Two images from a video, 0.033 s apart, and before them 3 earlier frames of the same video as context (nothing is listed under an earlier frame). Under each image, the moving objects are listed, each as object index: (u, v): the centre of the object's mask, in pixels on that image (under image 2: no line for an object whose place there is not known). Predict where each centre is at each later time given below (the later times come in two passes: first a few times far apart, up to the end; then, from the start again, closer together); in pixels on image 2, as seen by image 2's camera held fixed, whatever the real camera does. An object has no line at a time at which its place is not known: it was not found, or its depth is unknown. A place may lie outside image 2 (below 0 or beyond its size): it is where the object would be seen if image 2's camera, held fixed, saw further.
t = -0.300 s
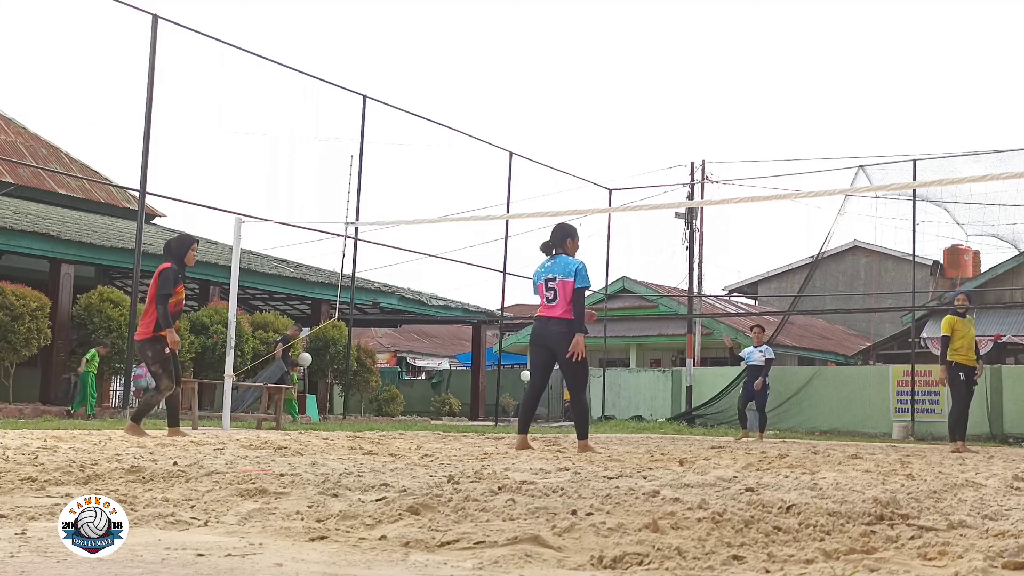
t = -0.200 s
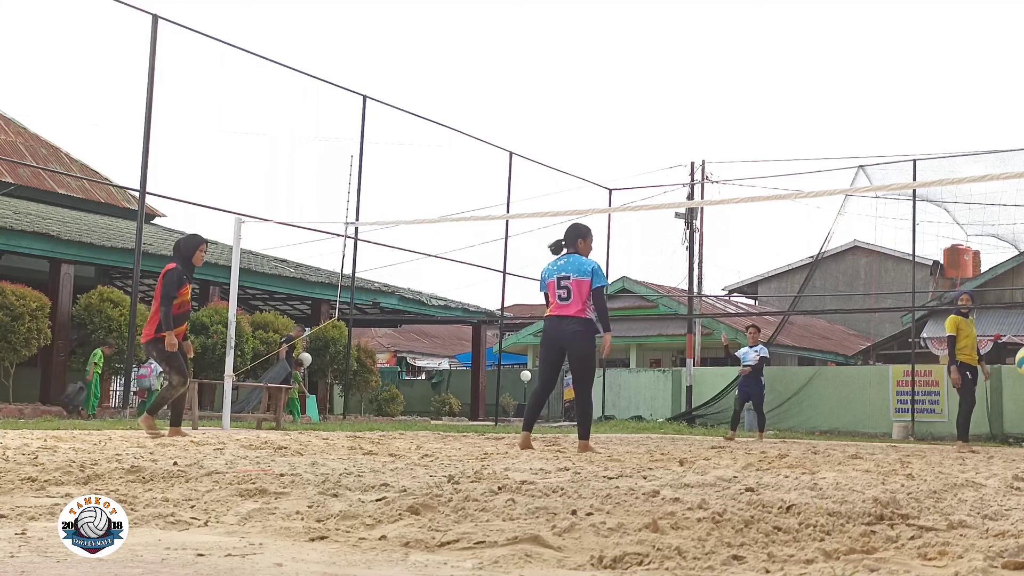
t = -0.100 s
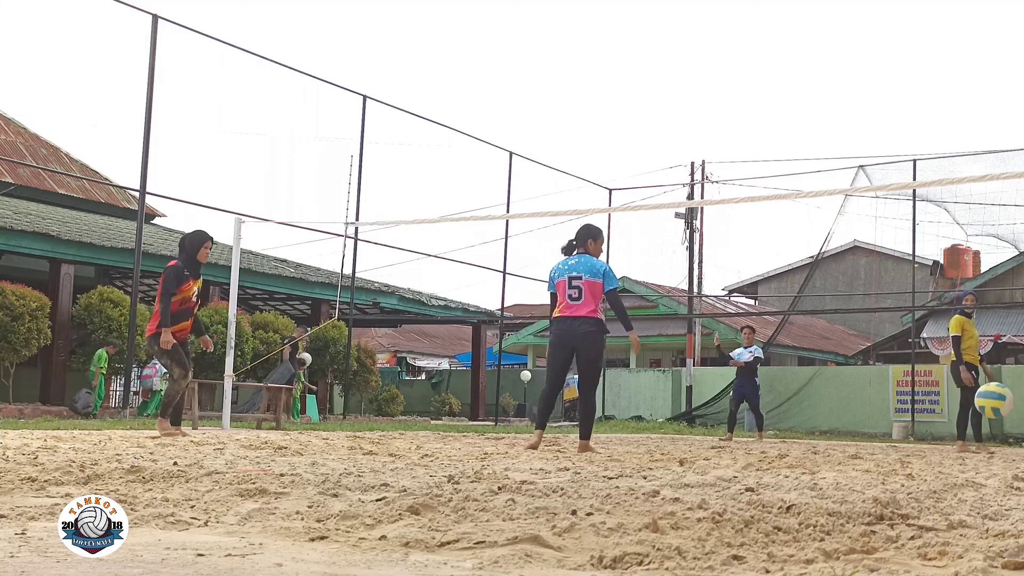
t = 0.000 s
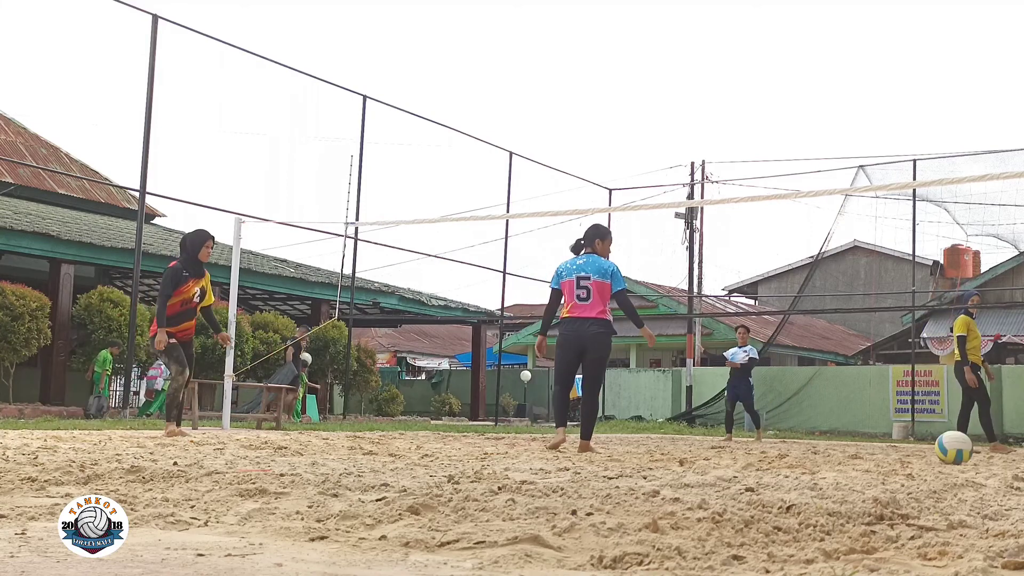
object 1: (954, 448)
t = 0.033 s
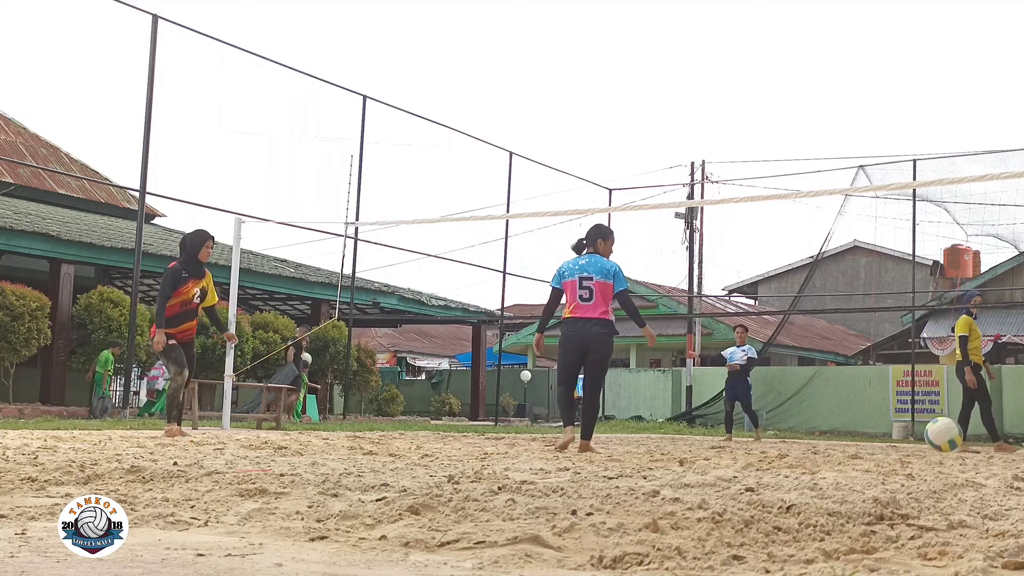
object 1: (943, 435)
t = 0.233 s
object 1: (880, 389)
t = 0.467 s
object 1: (808, 413)
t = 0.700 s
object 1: (721, 435)
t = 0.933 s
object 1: (640, 428)
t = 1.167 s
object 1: (570, 431)
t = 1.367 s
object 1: (515, 434)
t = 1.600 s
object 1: (456, 434)
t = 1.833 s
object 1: (399, 429)
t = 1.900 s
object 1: (383, 432)
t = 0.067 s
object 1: (933, 422)
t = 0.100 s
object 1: (922, 413)
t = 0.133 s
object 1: (912, 405)
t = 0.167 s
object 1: (902, 398)
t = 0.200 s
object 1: (891, 392)
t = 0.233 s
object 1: (880, 389)
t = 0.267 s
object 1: (872, 386)
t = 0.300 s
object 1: (861, 386)
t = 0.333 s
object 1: (851, 387)
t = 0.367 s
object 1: (839, 391)
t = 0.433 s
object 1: (818, 404)
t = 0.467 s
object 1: (808, 413)
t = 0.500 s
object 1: (797, 423)
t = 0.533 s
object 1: (786, 436)
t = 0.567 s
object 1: (774, 441)
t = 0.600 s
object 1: (761, 437)
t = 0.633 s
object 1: (748, 434)
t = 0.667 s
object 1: (735, 434)
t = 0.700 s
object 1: (721, 435)
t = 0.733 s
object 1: (708, 438)
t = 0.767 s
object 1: (696, 439)
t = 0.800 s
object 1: (685, 434)
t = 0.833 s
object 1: (674, 430)
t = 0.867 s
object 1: (663, 427)
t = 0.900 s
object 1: (651, 426)
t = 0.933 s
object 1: (640, 428)
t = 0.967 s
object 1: (629, 431)
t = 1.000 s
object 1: (617, 436)
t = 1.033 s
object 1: (606, 439)
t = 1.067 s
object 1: (597, 435)
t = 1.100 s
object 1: (588, 432)
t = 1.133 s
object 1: (579, 431)
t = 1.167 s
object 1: (570, 431)
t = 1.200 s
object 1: (561, 433)
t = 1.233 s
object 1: (552, 435)
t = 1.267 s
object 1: (543, 433)
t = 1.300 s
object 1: (533, 433)
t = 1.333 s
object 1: (524, 435)
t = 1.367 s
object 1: (515, 434)
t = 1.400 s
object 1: (505, 434)
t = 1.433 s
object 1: (496, 435)
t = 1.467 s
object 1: (488, 432)
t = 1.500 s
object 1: (480, 430)
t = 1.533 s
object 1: (472, 430)
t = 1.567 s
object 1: (464, 432)
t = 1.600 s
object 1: (456, 434)
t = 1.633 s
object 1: (448, 432)
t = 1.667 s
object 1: (439, 431)
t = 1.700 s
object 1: (431, 432)
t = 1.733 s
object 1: (422, 433)
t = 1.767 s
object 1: (414, 432)
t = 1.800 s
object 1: (406, 430)
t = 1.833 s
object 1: (399, 429)
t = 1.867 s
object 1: (391, 430)
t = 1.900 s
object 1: (383, 432)
